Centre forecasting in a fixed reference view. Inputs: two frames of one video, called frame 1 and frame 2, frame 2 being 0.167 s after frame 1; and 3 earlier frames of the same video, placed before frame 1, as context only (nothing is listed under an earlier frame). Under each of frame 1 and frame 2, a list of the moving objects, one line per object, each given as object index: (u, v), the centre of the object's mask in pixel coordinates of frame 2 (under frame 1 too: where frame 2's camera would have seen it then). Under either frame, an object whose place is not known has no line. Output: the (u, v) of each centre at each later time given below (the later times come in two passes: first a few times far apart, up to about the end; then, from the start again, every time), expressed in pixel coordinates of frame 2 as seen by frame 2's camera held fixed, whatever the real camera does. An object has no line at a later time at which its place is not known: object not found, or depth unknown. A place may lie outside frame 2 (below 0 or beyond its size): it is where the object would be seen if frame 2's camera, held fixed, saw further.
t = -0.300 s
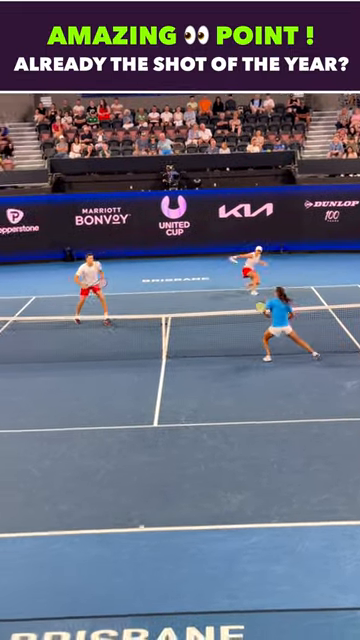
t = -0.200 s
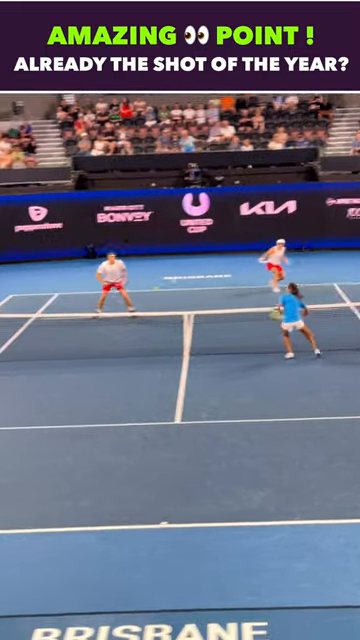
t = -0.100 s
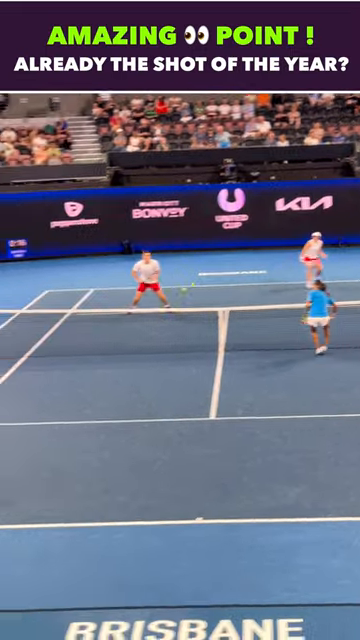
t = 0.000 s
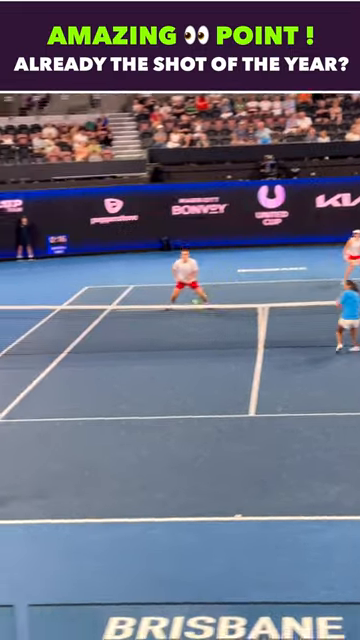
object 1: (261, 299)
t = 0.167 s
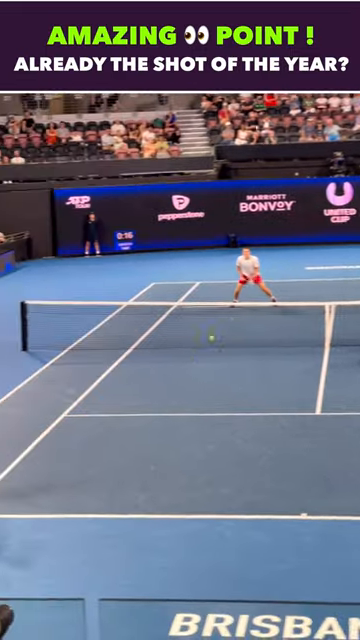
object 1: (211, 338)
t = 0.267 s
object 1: (179, 369)
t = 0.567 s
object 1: (95, 397)
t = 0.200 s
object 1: (200, 347)
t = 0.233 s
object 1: (190, 358)
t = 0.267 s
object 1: (179, 369)
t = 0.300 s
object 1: (168, 379)
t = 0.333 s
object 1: (156, 393)
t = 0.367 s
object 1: (144, 406)
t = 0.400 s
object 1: (136, 405)
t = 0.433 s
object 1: (128, 401)
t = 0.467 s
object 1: (120, 399)
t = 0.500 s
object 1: (112, 398)
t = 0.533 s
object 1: (104, 397)
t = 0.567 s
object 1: (95, 397)
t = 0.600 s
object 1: (87, 397)
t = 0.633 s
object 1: (78, 398)
